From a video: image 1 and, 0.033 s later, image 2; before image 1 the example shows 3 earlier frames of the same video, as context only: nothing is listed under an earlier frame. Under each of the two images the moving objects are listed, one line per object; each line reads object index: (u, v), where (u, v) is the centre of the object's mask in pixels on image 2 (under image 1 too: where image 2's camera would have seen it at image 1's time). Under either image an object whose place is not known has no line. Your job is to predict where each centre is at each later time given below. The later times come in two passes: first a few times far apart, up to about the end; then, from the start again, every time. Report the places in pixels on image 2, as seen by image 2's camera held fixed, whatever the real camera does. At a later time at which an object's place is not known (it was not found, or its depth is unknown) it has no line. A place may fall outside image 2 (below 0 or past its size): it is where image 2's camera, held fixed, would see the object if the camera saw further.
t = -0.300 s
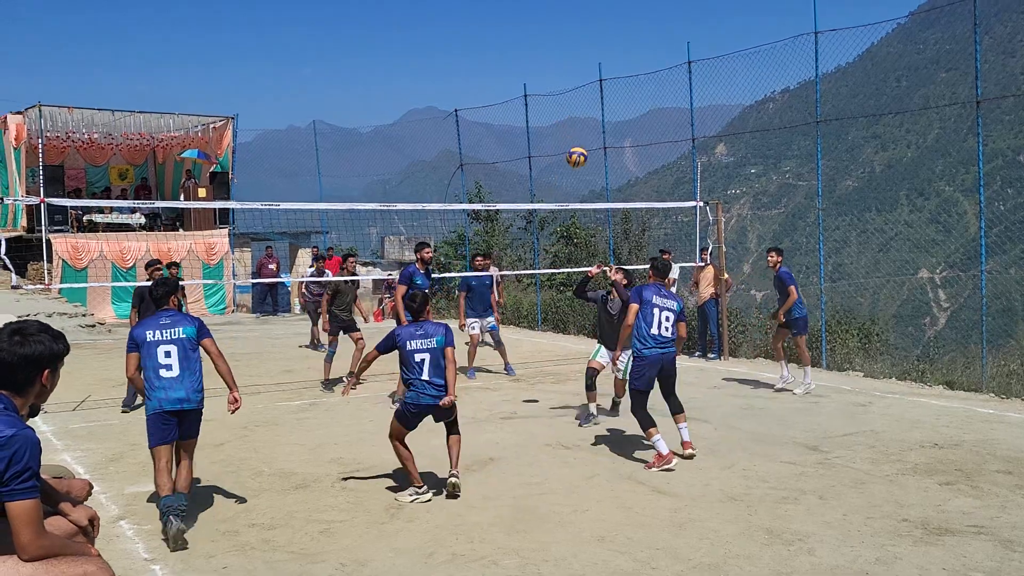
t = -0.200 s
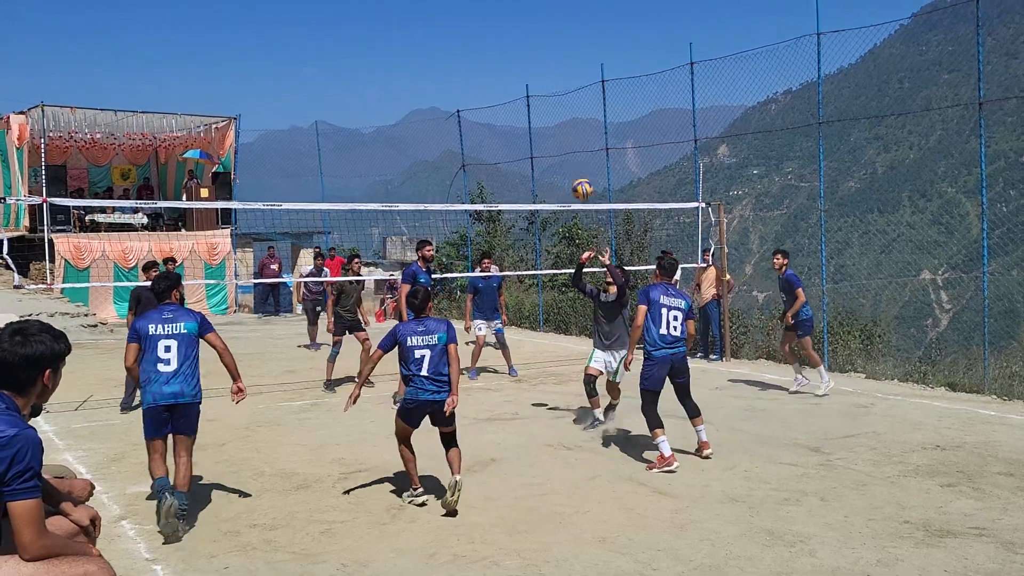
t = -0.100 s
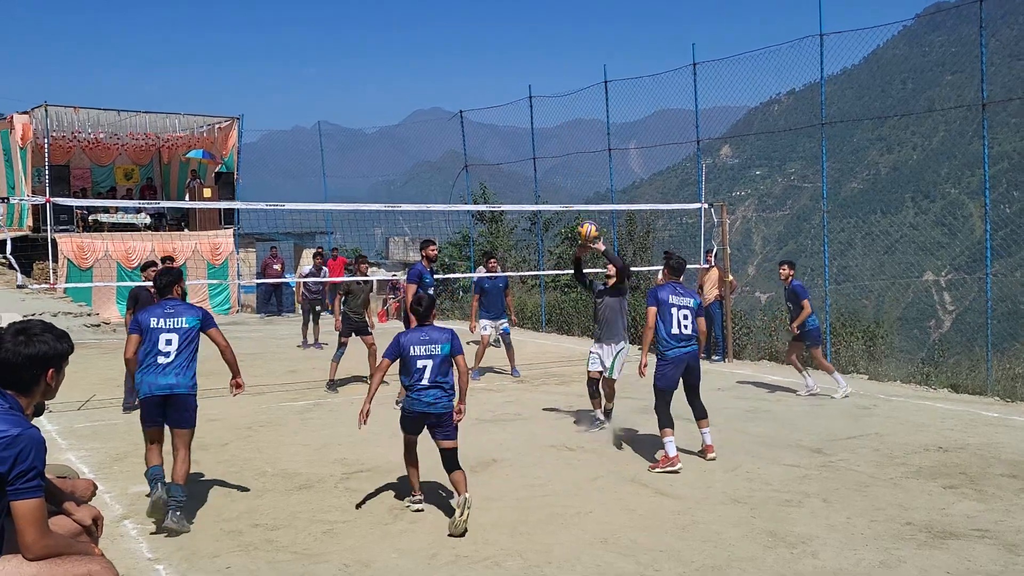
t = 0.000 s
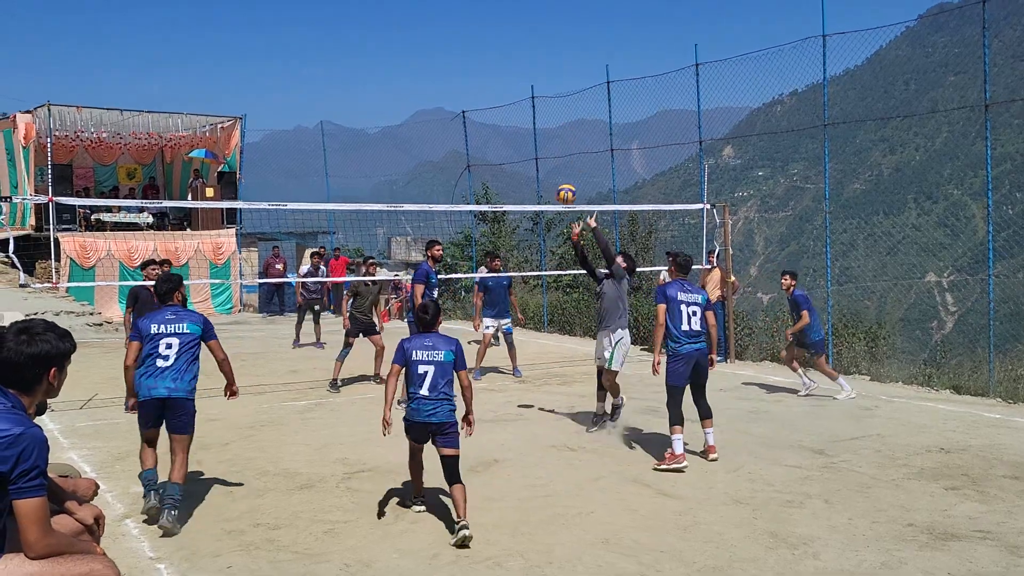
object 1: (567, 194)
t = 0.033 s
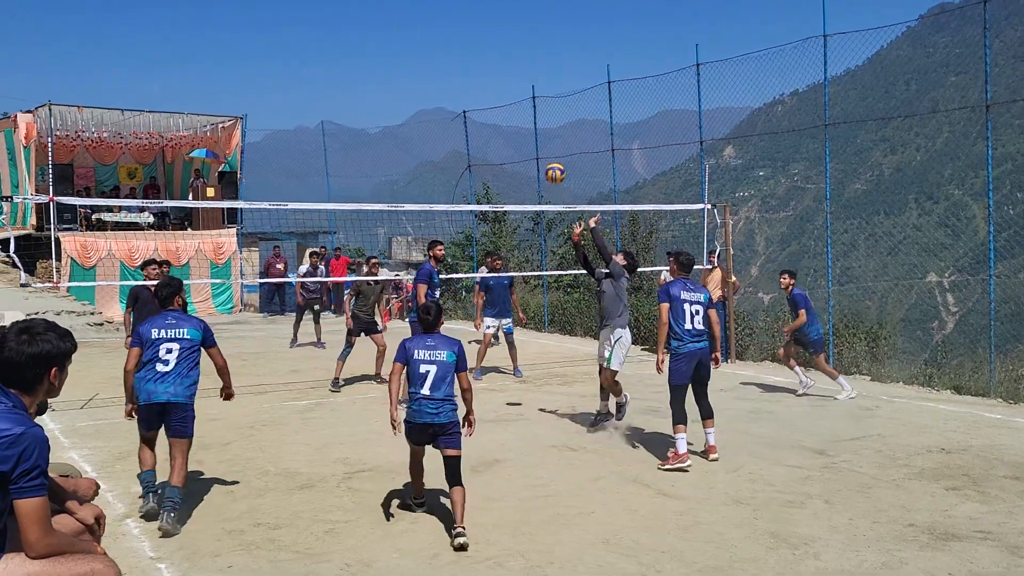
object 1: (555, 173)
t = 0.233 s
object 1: (485, 72)
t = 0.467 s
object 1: (403, 8)
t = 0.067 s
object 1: (543, 154)
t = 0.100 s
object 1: (532, 135)
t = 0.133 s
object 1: (520, 118)
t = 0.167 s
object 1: (508, 101)
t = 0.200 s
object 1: (496, 86)
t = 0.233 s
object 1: (485, 72)
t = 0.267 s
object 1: (473, 60)
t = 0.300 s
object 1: (461, 48)
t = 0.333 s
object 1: (450, 38)
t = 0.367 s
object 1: (438, 28)
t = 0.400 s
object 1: (426, 20)
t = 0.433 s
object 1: (414, 13)
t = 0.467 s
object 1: (403, 8)
